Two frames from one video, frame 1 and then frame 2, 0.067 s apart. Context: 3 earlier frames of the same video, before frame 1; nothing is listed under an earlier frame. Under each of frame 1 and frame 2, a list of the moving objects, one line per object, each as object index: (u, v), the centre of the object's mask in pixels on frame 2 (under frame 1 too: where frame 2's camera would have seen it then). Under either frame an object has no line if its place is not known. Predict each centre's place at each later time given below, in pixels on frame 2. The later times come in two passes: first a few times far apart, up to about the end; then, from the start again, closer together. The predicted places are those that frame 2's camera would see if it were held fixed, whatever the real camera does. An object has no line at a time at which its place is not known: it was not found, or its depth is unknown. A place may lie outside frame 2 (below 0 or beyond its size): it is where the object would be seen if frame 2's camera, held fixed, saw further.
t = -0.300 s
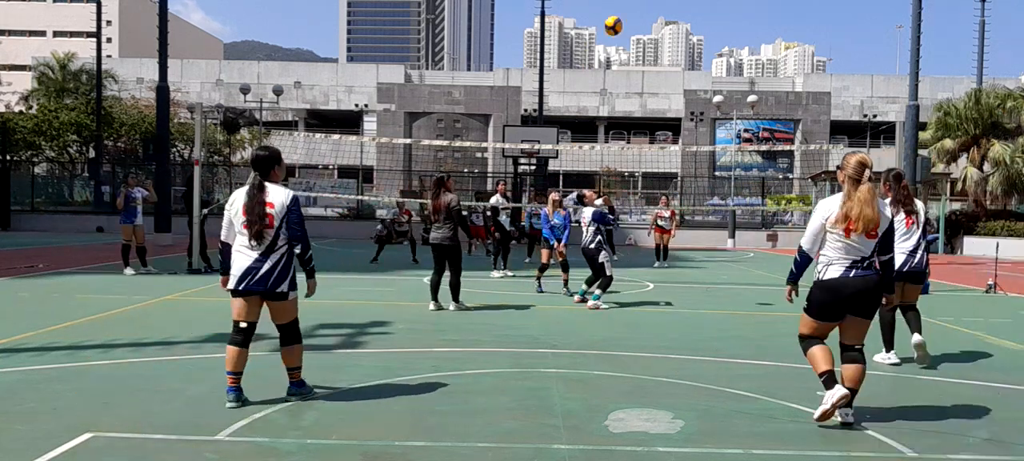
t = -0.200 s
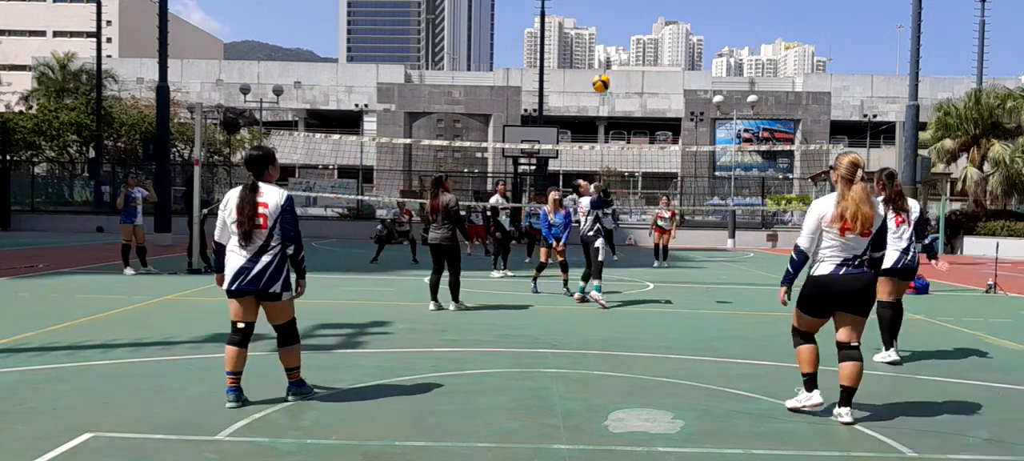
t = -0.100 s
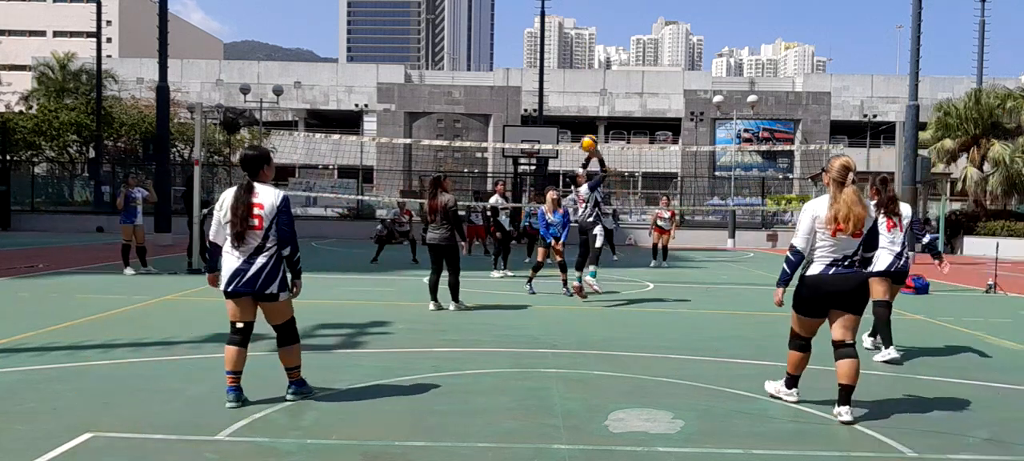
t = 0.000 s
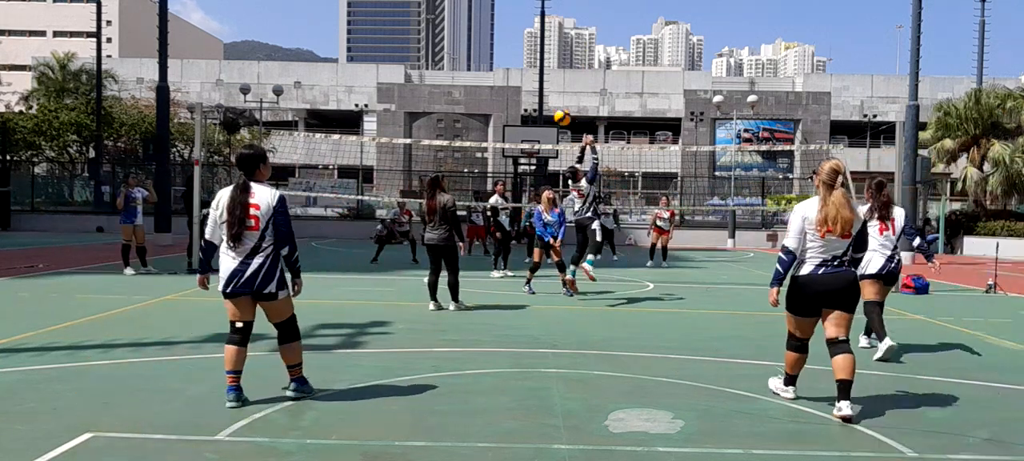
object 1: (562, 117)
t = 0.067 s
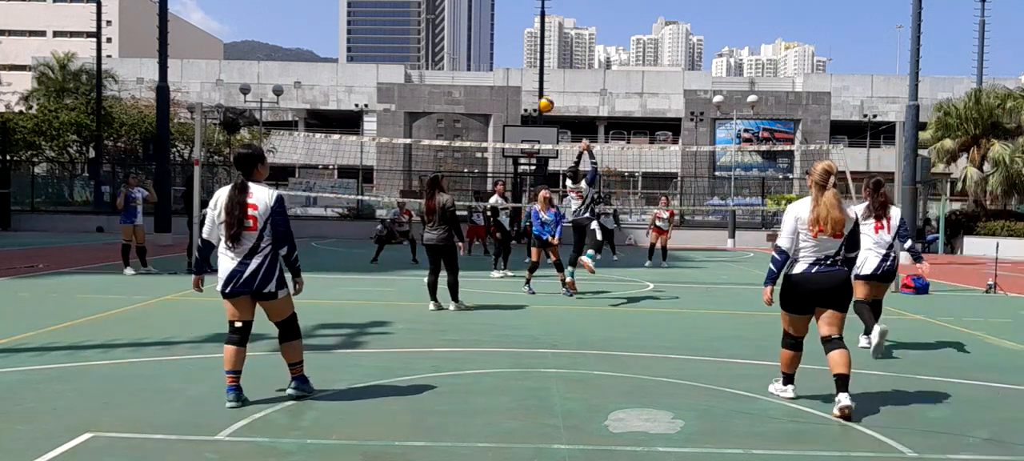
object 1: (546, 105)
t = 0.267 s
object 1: (503, 90)
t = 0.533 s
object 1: (458, 114)
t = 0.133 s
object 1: (530, 96)
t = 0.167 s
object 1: (523, 93)
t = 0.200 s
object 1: (516, 91)
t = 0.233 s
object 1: (509, 90)
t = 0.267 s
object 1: (503, 90)
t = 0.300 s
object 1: (496, 91)
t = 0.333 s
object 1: (491, 92)
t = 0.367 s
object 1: (485, 94)
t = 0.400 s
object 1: (479, 97)
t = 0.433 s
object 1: (473, 100)
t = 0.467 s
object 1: (468, 105)
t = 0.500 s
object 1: (463, 109)
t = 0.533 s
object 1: (458, 114)
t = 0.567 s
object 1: (454, 120)
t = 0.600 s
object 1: (449, 126)
